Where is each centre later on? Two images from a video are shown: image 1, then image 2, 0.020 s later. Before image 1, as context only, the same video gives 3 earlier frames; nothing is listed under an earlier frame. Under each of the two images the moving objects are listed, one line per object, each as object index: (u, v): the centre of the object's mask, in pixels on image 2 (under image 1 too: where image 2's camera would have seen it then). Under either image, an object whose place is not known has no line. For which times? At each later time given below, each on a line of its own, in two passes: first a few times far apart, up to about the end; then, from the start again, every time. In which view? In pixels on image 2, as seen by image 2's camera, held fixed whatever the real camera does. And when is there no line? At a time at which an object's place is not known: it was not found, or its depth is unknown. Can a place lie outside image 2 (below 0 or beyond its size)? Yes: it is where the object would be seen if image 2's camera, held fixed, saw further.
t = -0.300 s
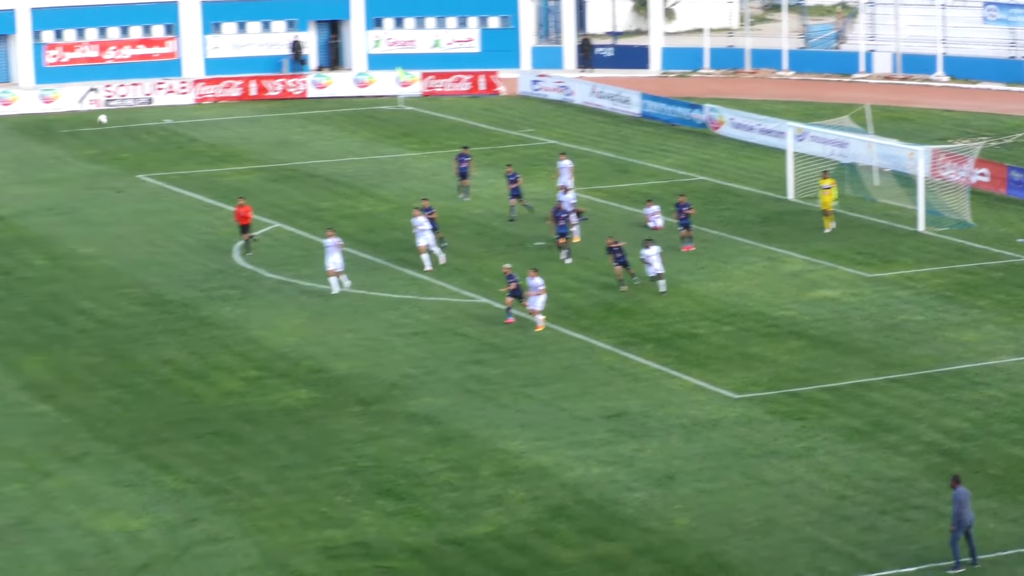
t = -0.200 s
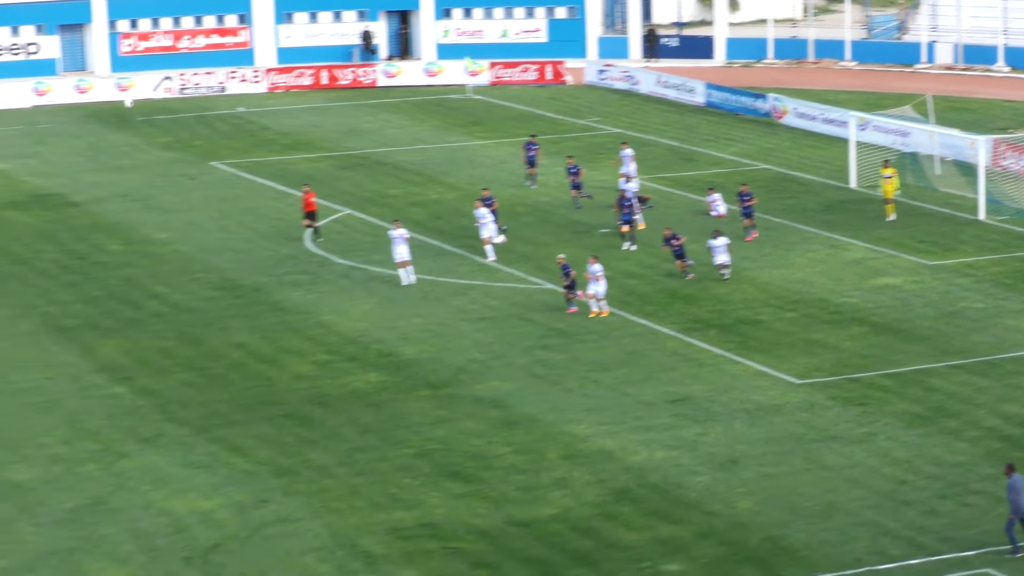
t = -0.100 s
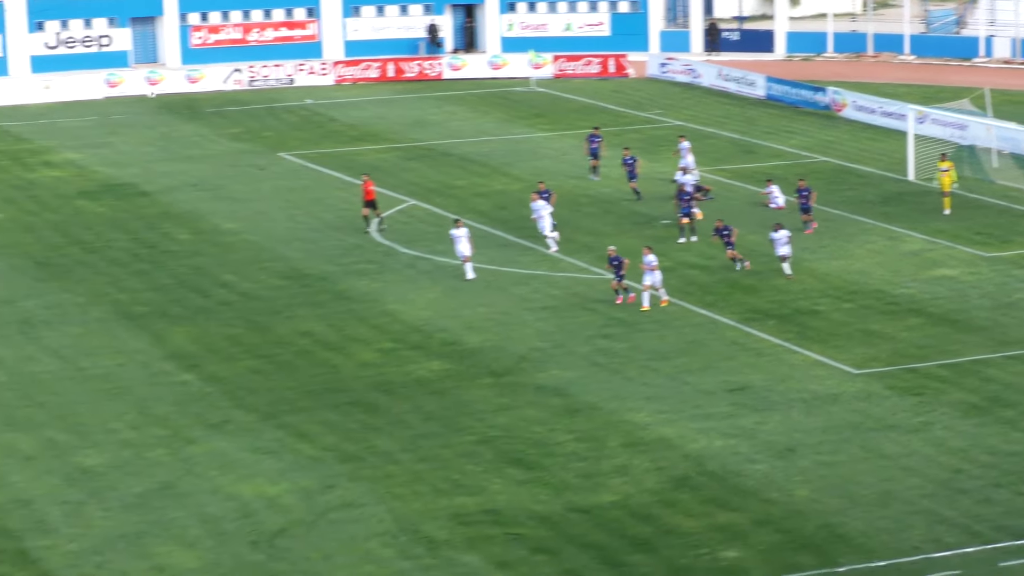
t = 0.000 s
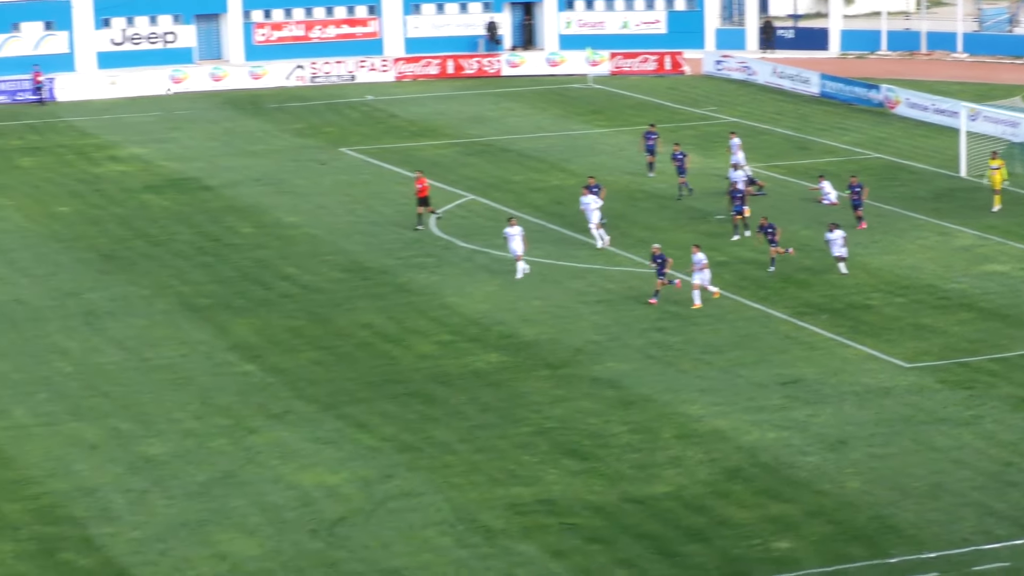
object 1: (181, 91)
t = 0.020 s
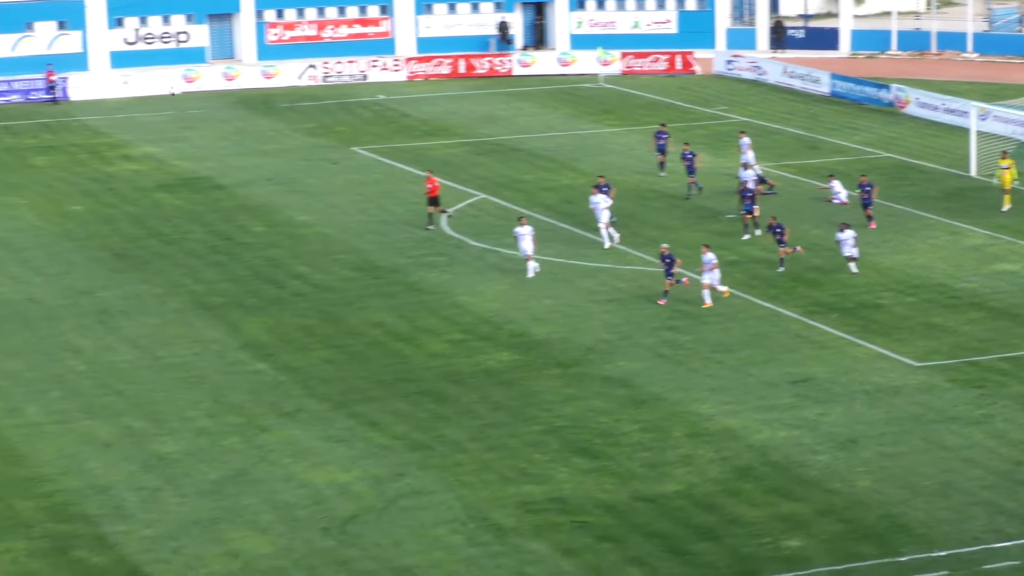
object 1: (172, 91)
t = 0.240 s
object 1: (76, 104)
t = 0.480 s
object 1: (-29, 134)
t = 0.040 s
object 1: (162, 93)
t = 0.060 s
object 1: (155, 93)
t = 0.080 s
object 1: (146, 94)
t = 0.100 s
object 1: (136, 95)
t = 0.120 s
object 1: (128, 97)
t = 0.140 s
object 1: (121, 98)
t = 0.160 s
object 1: (111, 99)
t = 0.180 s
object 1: (102, 100)
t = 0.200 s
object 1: (93, 102)
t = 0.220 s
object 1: (85, 103)
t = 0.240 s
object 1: (76, 104)
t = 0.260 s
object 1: (67, 106)
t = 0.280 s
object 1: (58, 108)
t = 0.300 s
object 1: (50, 110)
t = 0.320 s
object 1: (40, 113)
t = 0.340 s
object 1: (32, 115)
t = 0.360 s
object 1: (23, 117)
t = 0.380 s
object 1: (15, 120)
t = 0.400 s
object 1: (6, 123)
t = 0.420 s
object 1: (-3, 125)
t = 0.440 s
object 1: (-11, 128)
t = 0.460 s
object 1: (-20, 132)
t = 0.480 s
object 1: (-29, 134)
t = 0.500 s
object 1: (-38, 137)
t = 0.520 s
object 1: (-46, 141)
